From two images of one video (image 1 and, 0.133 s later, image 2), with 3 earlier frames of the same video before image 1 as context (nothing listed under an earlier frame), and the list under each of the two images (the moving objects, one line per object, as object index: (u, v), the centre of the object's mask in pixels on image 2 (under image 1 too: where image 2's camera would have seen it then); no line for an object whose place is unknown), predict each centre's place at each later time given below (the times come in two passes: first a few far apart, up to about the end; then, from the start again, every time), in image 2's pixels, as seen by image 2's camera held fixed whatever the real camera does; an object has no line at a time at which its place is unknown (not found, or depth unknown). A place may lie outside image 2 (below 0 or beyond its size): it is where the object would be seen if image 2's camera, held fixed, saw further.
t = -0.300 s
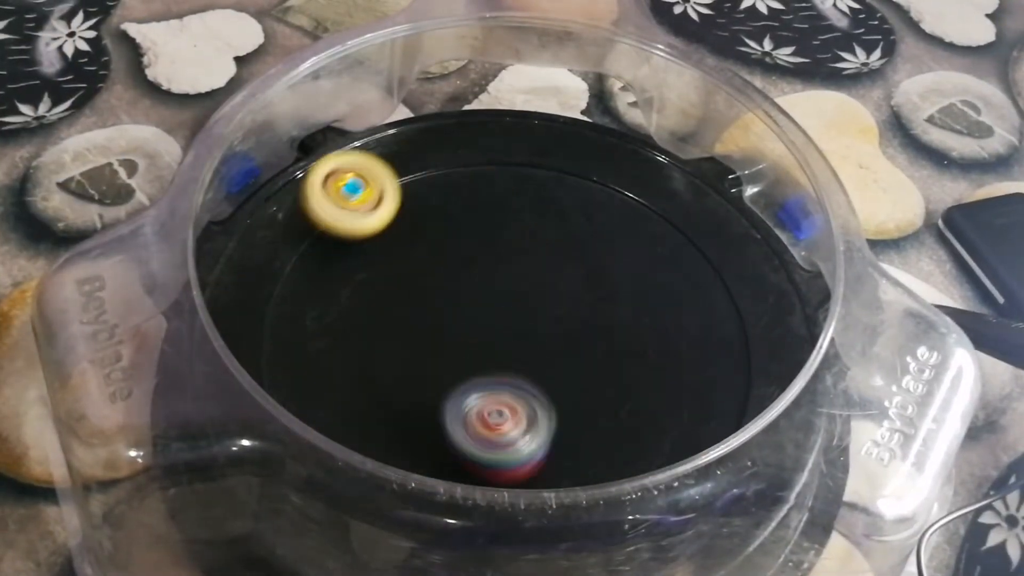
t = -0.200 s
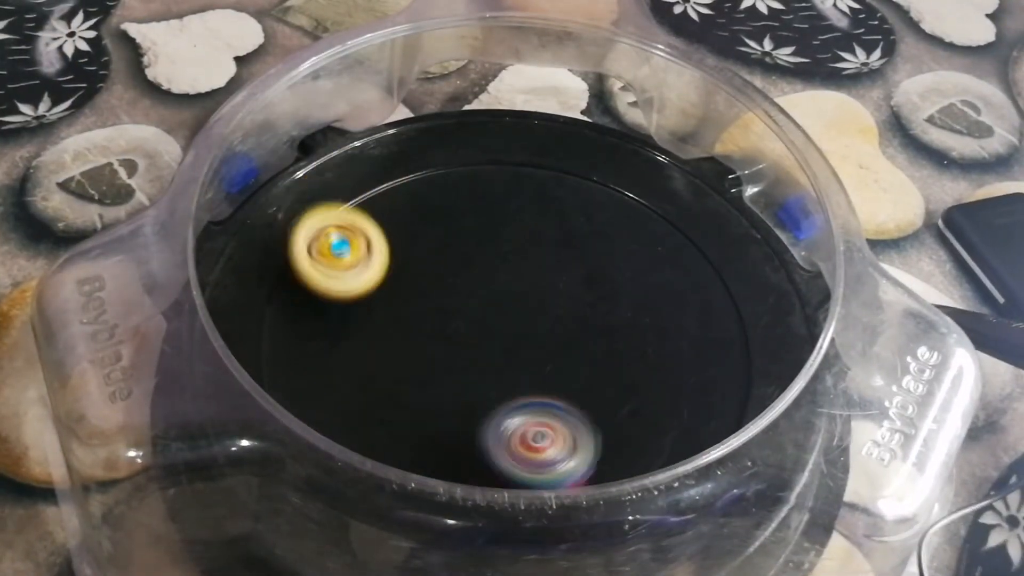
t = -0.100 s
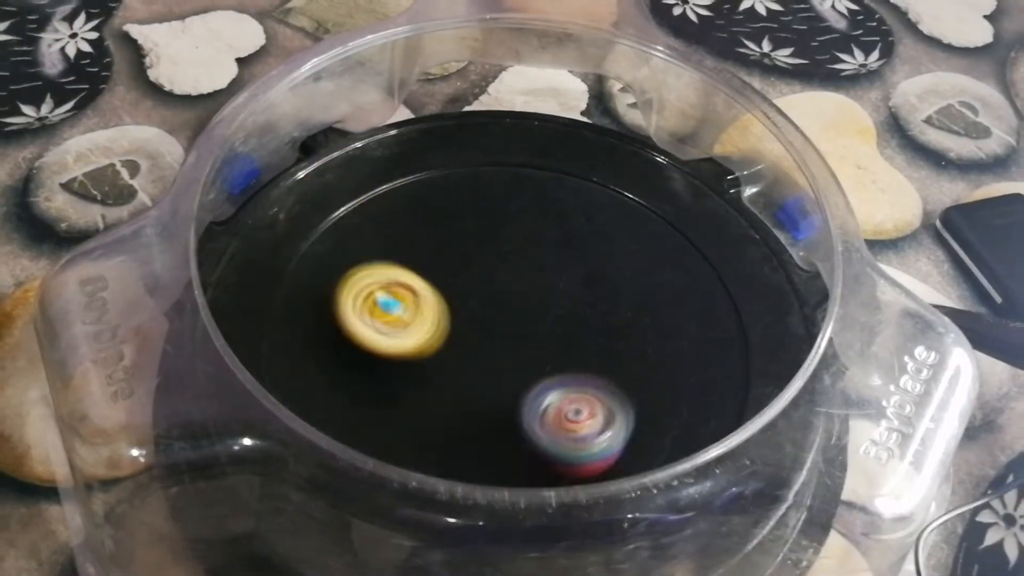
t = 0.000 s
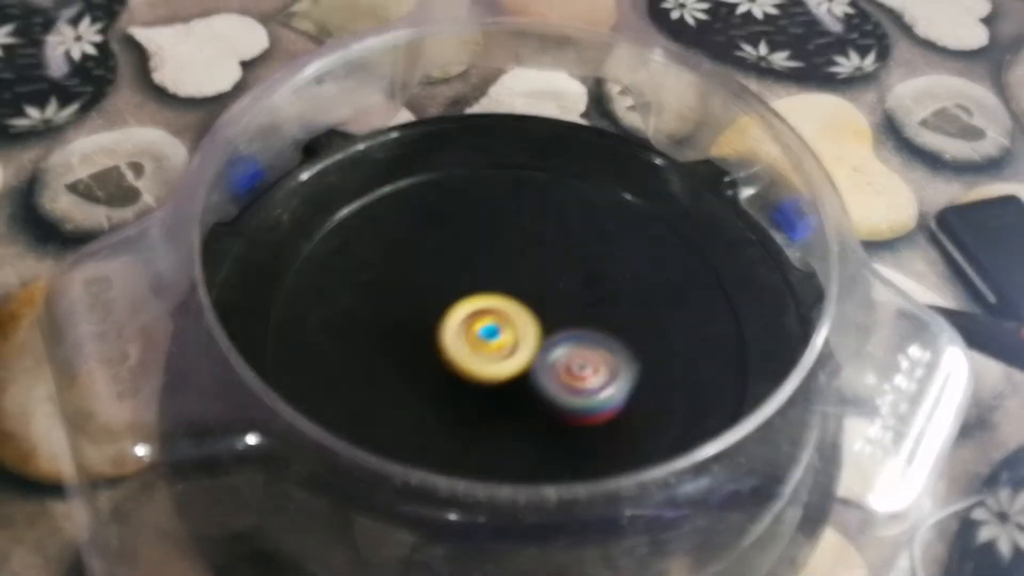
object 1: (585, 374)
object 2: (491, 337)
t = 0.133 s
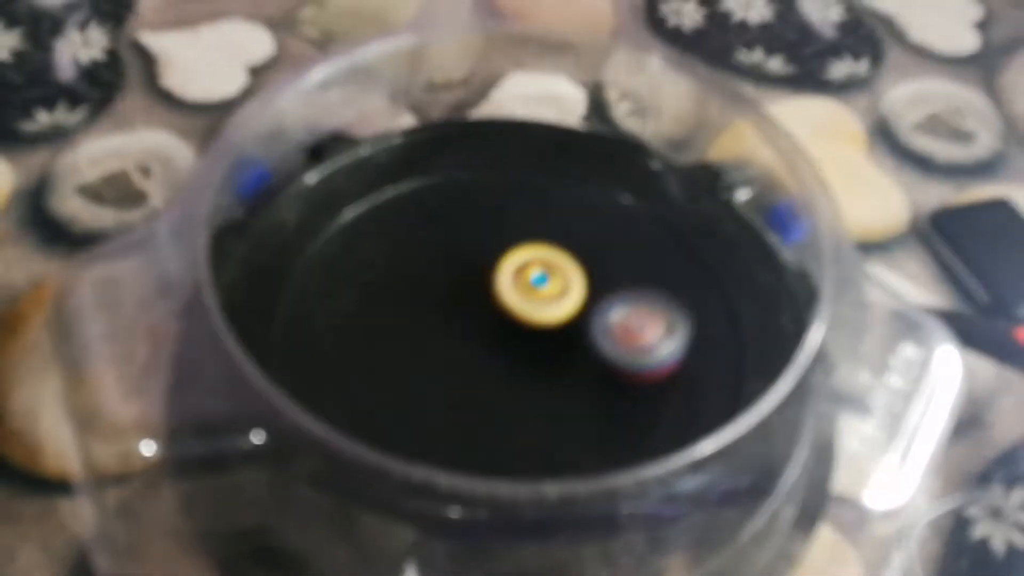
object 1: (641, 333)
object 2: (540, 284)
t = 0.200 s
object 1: (633, 303)
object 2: (546, 263)
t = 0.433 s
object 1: (592, 334)
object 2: (471, 201)
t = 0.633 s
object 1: (579, 395)
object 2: (442, 257)
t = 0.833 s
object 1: (575, 397)
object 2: (503, 330)
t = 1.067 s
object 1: (592, 491)
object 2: (570, 252)
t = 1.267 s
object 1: (551, 448)
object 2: (558, 239)
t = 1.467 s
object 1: (447, 393)
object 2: (538, 283)
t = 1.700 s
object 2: (571, 363)
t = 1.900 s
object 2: (604, 378)
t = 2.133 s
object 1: (446, 251)
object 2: (572, 357)
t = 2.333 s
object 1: (524, 222)
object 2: (491, 348)
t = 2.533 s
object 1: (576, 236)
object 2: (434, 360)
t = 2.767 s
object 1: (615, 295)
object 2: (444, 363)
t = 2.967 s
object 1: (622, 359)
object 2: (477, 332)
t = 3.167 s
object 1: (587, 398)
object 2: (498, 281)
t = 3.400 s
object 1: (500, 400)
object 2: (496, 262)
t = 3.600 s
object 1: (429, 380)
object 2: (508, 278)
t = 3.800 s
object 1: (415, 340)
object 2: (547, 307)
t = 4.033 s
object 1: (441, 275)
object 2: (583, 327)
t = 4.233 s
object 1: (478, 248)
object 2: (578, 335)
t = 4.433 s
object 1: (528, 259)
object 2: (547, 347)
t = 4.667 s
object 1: (595, 265)
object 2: (484, 381)
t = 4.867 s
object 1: (602, 291)
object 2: (465, 395)
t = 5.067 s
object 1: (569, 343)
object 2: (473, 376)
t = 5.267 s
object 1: (624, 374)
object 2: (419, 325)
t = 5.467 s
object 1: (623, 352)
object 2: (404, 287)
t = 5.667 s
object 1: (546, 325)
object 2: (433, 269)
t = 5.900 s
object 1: (503, 362)
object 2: (465, 217)
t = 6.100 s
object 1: (509, 389)
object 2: (496, 225)
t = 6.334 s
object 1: (517, 362)
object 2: (564, 285)
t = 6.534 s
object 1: (487, 338)
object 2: (625, 333)
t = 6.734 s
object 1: (505, 318)
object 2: (634, 384)
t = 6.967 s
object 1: (542, 333)
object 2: (568, 414)
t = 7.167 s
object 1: (566, 341)
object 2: (474, 403)
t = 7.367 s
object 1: (574, 330)
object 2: (425, 356)
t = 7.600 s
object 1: (560, 323)
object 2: (445, 294)
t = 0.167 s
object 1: (640, 318)
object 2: (545, 274)
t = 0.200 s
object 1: (633, 303)
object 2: (546, 263)
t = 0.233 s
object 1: (624, 296)
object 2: (540, 249)
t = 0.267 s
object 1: (622, 297)
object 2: (529, 232)
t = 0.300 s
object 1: (618, 302)
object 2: (517, 217)
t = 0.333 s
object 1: (612, 308)
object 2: (506, 208)
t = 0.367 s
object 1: (606, 316)
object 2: (494, 202)
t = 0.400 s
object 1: (599, 324)
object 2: (482, 200)
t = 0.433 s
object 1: (592, 334)
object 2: (471, 201)
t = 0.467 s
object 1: (586, 345)
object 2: (460, 205)
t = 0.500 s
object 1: (582, 355)
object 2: (452, 211)
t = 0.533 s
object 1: (579, 367)
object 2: (446, 220)
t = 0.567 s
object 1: (579, 377)
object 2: (442, 230)
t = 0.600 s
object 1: (579, 387)
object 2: (441, 243)
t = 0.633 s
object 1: (579, 395)
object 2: (442, 257)
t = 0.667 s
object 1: (580, 400)
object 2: (447, 271)
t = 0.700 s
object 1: (581, 403)
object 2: (455, 285)
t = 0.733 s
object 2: (466, 298)
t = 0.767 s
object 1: (581, 403)
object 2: (477, 311)
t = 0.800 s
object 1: (579, 400)
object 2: (492, 322)
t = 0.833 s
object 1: (575, 397)
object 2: (503, 330)
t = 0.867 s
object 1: (571, 410)
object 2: (515, 323)
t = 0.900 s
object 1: (573, 431)
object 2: (526, 304)
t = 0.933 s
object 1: (575, 443)
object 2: (540, 288)
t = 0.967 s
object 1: (582, 461)
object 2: (551, 278)
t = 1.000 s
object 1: (587, 477)
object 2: (560, 268)
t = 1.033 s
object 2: (567, 260)
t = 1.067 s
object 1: (592, 491)
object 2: (570, 252)
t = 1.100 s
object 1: (592, 490)
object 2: (572, 244)
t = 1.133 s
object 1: (590, 481)
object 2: (571, 240)
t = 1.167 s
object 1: (584, 476)
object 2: (569, 237)
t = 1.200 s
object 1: (576, 465)
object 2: (565, 236)
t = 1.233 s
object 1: (563, 452)
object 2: (562, 237)
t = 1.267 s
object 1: (551, 448)
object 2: (558, 239)
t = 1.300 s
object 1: (540, 443)
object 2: (553, 243)
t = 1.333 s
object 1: (524, 437)
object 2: (548, 248)
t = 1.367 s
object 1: (505, 428)
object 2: (545, 254)
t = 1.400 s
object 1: (486, 416)
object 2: (542, 263)
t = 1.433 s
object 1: (466, 404)
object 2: (539, 272)
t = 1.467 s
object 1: (447, 393)
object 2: (538, 283)
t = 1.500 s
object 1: (429, 381)
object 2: (539, 296)
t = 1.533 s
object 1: (412, 369)
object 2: (540, 309)
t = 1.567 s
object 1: (397, 358)
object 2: (543, 321)
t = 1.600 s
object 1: (382, 347)
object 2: (549, 334)
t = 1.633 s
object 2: (555, 345)
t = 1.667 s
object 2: (562, 355)
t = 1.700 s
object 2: (571, 363)
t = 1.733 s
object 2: (578, 371)
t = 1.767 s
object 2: (587, 376)
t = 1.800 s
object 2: (594, 379)
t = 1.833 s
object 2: (600, 380)
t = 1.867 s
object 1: (346, 290)
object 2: (603, 380)
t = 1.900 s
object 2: (604, 378)
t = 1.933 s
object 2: (604, 376)
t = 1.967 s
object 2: (603, 373)
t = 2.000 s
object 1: (387, 274)
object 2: (600, 370)
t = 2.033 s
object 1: (401, 269)
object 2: (595, 367)
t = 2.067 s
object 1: (415, 264)
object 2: (588, 363)
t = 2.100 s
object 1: (431, 257)
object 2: (581, 360)
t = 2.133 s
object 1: (446, 251)
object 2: (572, 357)
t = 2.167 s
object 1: (462, 244)
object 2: (561, 355)
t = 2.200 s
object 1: (476, 238)
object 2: (547, 352)
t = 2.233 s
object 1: (490, 234)
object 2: (534, 350)
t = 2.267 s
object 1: (502, 228)
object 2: (519, 348)
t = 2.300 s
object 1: (514, 225)
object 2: (507, 348)
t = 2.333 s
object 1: (524, 222)
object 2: (491, 348)
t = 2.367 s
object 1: (534, 222)
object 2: (479, 349)
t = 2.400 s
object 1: (543, 223)
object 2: (466, 351)
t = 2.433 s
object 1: (553, 224)
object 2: (456, 352)
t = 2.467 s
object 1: (561, 227)
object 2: (445, 355)
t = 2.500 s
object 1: (569, 231)
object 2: (439, 358)
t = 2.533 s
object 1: (576, 236)
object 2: (434, 360)
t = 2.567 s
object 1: (584, 242)
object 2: (432, 362)
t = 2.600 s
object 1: (591, 248)
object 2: (432, 363)
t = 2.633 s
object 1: (598, 256)
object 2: (433, 364)
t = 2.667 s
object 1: (603, 265)
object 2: (435, 365)
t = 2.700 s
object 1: (606, 275)
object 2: (438, 365)
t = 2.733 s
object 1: (611, 285)
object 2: (440, 364)
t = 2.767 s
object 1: (615, 295)
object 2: (444, 363)
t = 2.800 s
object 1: (618, 305)
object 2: (449, 361)
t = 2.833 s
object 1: (620, 317)
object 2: (453, 357)
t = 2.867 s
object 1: (620, 329)
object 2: (458, 353)
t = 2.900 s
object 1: (622, 340)
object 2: (464, 348)
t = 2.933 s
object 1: (622, 351)
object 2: (471, 341)
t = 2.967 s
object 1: (622, 359)
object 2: (477, 332)
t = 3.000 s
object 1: (619, 369)
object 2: (484, 323)
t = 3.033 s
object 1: (615, 376)
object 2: (489, 315)
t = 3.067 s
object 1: (610, 383)
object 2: (492, 305)
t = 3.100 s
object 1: (604, 389)
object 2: (495, 296)
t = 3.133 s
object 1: (596, 393)
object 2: (497, 288)
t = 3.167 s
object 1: (587, 398)
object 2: (498, 281)
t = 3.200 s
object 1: (578, 401)
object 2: (499, 275)
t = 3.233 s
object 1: (566, 404)
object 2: (498, 270)
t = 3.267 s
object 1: (556, 404)
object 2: (497, 266)
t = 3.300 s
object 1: (544, 404)
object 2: (497, 263)
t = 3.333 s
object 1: (530, 404)
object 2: (496, 262)
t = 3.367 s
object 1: (515, 402)
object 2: (496, 262)
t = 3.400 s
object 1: (500, 400)
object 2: (496, 262)
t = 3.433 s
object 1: (485, 398)
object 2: (497, 264)
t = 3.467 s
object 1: (471, 395)
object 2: (498, 265)
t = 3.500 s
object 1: (457, 393)
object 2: (499, 267)
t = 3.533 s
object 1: (446, 389)
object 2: (501, 270)
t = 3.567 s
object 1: (436, 385)
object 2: (504, 273)
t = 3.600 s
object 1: (429, 380)
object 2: (508, 278)
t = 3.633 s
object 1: (424, 376)
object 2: (513, 282)
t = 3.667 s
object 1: (420, 369)
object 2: (518, 287)
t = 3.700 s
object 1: (416, 363)
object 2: (525, 292)
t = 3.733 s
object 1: (415, 356)
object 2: (532, 297)
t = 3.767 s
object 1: (416, 348)
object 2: (540, 302)
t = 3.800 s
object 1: (415, 340)
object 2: (547, 307)
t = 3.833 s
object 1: (418, 331)
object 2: (555, 311)
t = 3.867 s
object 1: (422, 323)
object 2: (562, 315)
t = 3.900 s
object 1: (425, 314)
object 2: (568, 318)
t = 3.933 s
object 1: (429, 303)
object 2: (573, 321)
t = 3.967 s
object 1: (434, 293)
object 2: (577, 323)
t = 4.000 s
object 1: (438, 284)
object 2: (581, 325)
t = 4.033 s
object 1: (441, 275)
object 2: (583, 327)
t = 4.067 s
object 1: (448, 268)
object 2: (584, 329)
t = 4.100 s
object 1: (454, 261)
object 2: (585, 331)
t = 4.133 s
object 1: (458, 256)
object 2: (584, 332)
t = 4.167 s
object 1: (464, 252)
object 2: (582, 333)
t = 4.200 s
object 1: (472, 249)
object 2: (580, 334)
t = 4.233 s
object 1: (478, 248)
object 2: (578, 335)
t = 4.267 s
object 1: (485, 247)
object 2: (574, 338)
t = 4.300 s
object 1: (494, 247)
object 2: (570, 340)
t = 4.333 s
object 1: (502, 249)
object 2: (565, 341)
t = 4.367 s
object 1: (509, 251)
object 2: (560, 343)
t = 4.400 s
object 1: (519, 254)
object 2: (554, 345)
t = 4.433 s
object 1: (528, 259)
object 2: (547, 347)
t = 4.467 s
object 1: (537, 263)
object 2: (540, 349)
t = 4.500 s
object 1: (549, 268)
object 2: (531, 351)
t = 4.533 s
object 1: (562, 268)
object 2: (521, 357)
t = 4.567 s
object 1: (575, 266)
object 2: (511, 364)
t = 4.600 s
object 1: (586, 264)
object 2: (501, 370)
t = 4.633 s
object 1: (589, 264)
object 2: (492, 376)
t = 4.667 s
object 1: (595, 265)
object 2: (484, 381)
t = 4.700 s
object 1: (599, 266)
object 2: (477, 386)
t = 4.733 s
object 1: (601, 270)
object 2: (472, 389)
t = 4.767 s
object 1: (603, 274)
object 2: (468, 392)
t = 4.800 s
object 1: (604, 279)
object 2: (466, 393)
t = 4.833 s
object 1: (603, 285)
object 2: (465, 394)
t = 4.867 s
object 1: (602, 291)
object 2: (465, 395)
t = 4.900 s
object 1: (598, 297)
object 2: (466, 394)
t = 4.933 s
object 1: (595, 305)
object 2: (467, 393)
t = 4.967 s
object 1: (590, 314)
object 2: (468, 390)
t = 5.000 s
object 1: (582, 324)
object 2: (470, 387)
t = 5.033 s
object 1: (577, 333)
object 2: (472, 382)
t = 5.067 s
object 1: (569, 343)
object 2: (473, 376)
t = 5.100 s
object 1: (572, 352)
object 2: (469, 368)
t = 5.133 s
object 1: (584, 361)
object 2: (454, 358)
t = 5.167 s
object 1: (591, 365)
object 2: (442, 350)
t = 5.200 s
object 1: (604, 368)
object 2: (433, 341)
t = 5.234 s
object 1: (614, 372)
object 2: (425, 333)
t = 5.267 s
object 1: (624, 374)
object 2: (419, 325)
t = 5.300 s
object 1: (633, 372)
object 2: (414, 317)
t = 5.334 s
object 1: (636, 370)
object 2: (409, 310)
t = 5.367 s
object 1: (638, 367)
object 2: (406, 303)
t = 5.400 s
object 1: (634, 362)
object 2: (403, 297)
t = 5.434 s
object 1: (630, 358)
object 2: (403, 292)
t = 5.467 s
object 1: (623, 352)
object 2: (404, 287)
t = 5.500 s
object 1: (612, 348)
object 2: (405, 283)
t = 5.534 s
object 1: (600, 342)
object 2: (408, 279)
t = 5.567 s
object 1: (586, 338)
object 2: (412, 276)
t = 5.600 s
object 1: (572, 334)
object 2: (418, 273)
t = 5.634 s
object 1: (559, 330)
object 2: (425, 271)
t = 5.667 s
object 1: (546, 325)
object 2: (433, 269)
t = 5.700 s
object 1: (533, 320)
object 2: (442, 267)
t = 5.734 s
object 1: (524, 319)
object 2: (451, 261)
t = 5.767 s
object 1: (517, 329)
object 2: (453, 248)
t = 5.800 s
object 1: (514, 337)
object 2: (455, 237)
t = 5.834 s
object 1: (509, 346)
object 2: (458, 229)
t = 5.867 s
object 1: (507, 353)
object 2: (461, 222)
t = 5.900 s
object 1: (503, 362)
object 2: (465, 217)
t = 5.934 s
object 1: (503, 369)
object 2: (469, 214)
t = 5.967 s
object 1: (503, 376)
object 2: (473, 212)
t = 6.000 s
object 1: (503, 382)
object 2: (477, 212)
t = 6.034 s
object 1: (506, 386)
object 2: (481, 215)
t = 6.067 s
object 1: (507, 387)
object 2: (487, 220)
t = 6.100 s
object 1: (509, 389)
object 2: (496, 225)
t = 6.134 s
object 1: (510, 388)
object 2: (504, 232)
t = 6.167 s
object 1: (513, 386)
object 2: (514, 240)
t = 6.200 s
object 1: (515, 383)
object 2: (525, 248)
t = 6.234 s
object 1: (515, 378)
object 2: (535, 257)
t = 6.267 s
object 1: (518, 373)
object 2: (544, 266)
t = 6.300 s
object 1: (518, 368)
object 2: (554, 276)
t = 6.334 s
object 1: (517, 362)
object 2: (564, 285)
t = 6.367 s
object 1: (513, 357)
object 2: (576, 293)
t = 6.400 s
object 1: (500, 352)
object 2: (591, 302)
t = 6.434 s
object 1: (494, 350)
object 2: (602, 308)
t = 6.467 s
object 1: (491, 347)
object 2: (610, 316)
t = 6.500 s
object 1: (488, 342)
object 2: (618, 324)
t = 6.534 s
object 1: (487, 338)
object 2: (625, 333)
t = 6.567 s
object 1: (487, 334)
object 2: (632, 341)
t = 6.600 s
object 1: (488, 329)
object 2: (634, 349)
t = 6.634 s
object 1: (492, 324)
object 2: (637, 359)
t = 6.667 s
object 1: (496, 321)
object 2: (638, 368)
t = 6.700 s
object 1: (501, 319)
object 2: (638, 376)
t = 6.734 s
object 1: (505, 318)
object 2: (634, 384)
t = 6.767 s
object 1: (509, 318)
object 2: (629, 391)
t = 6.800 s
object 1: (514, 317)
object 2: (622, 398)
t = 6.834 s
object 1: (521, 317)
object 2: (614, 404)
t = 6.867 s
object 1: (530, 320)
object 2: (604, 408)
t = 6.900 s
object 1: (536, 325)
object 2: (593, 412)
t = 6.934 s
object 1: (540, 330)
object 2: (580, 414)
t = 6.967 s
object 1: (542, 333)
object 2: (568, 414)
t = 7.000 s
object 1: (543, 334)
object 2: (553, 414)
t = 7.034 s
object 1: (546, 336)
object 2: (539, 412)
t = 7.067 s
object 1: (552, 338)
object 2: (523, 410)
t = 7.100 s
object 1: (558, 339)
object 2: (504, 409)
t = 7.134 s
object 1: (563, 339)
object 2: (487, 408)
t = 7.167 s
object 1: (566, 341)
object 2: (474, 403)
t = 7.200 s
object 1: (564, 342)
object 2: (463, 399)
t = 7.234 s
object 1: (562, 339)
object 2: (452, 391)
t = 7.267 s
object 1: (564, 335)
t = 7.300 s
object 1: (565, 331)
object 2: (435, 377)
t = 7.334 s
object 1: (571, 331)
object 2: (430, 366)
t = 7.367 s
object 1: (574, 330)
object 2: (425, 356)
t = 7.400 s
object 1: (577, 331)
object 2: (423, 347)
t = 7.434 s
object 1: (578, 331)
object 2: (424, 336)
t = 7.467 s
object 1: (576, 331)
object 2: (425, 326)
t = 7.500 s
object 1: (570, 330)
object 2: (428, 318)
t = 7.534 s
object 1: (564, 327)
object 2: (434, 308)
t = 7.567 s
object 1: (559, 325)
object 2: (439, 300)
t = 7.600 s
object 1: (560, 323)
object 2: (445, 294)
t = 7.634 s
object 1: (560, 321)
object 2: (455, 287)
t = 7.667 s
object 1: (556, 322)
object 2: (464, 280)
